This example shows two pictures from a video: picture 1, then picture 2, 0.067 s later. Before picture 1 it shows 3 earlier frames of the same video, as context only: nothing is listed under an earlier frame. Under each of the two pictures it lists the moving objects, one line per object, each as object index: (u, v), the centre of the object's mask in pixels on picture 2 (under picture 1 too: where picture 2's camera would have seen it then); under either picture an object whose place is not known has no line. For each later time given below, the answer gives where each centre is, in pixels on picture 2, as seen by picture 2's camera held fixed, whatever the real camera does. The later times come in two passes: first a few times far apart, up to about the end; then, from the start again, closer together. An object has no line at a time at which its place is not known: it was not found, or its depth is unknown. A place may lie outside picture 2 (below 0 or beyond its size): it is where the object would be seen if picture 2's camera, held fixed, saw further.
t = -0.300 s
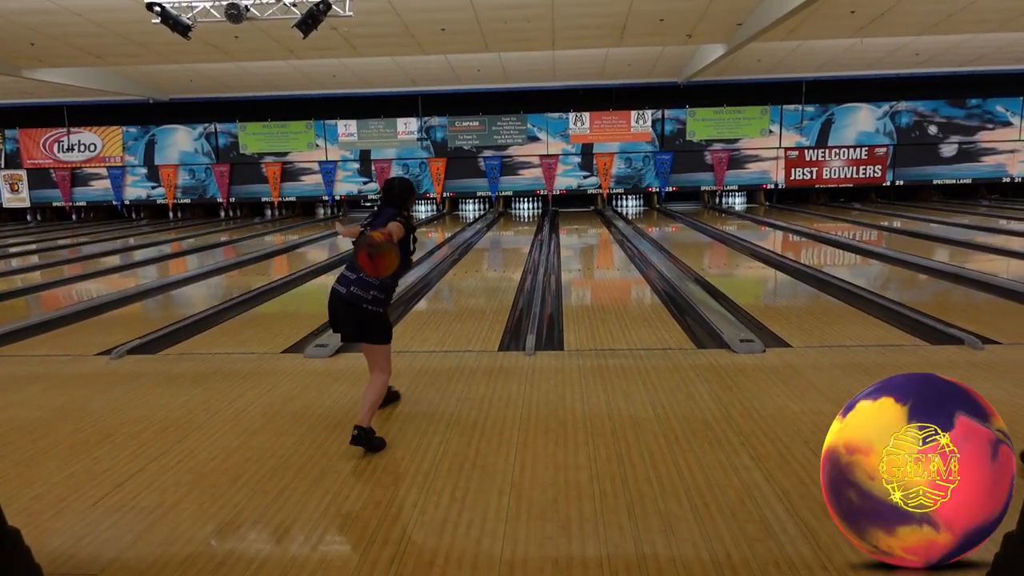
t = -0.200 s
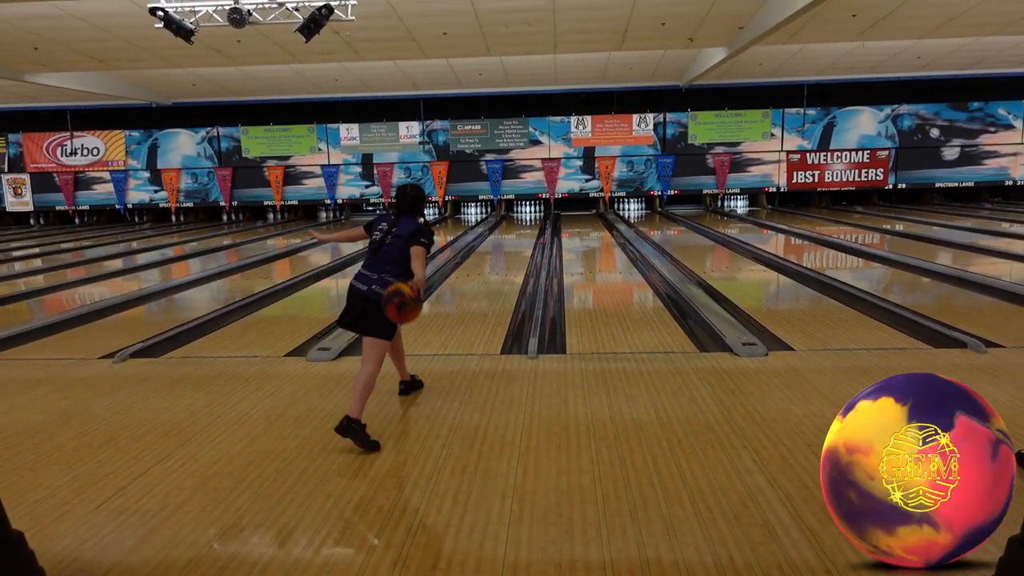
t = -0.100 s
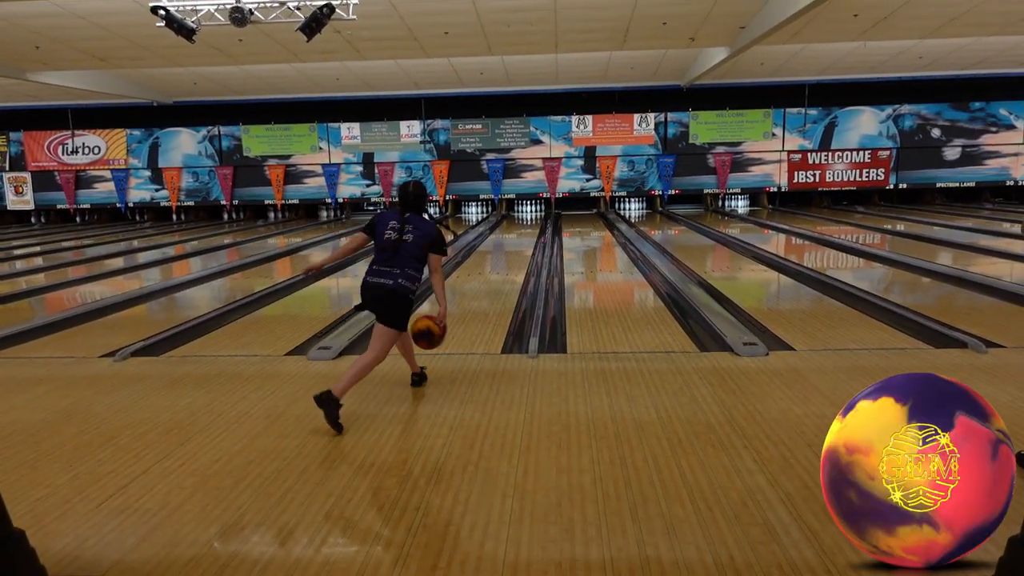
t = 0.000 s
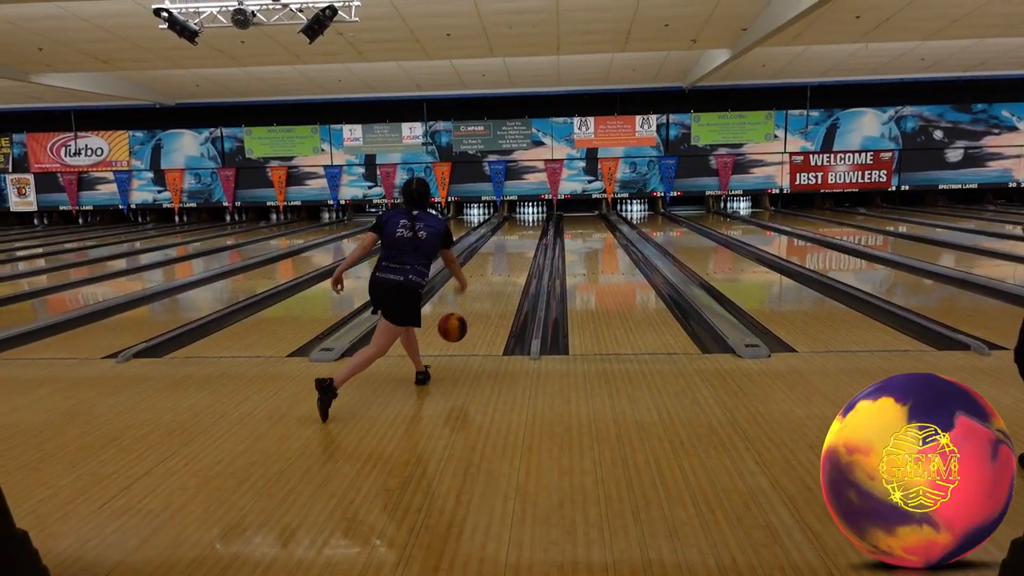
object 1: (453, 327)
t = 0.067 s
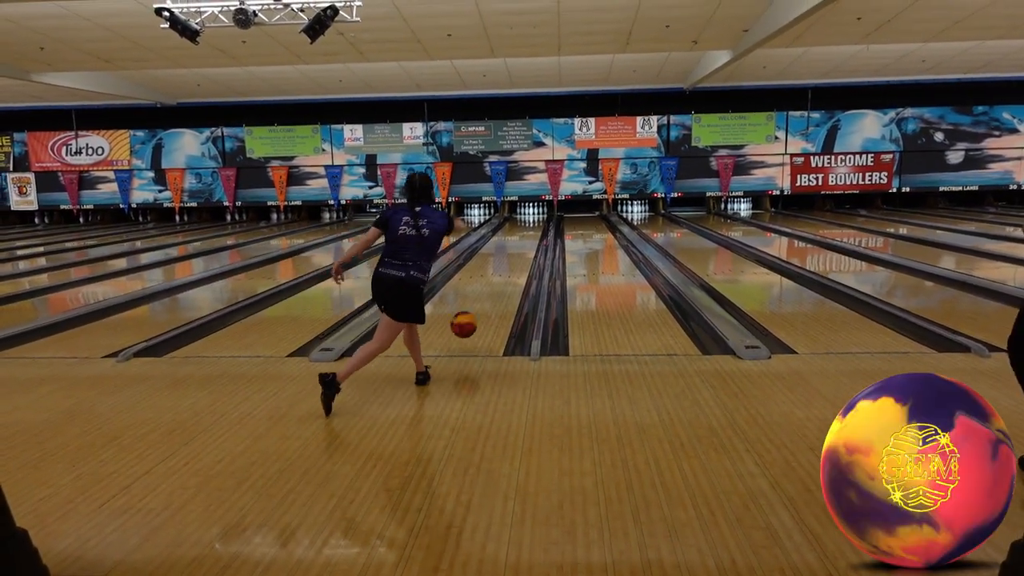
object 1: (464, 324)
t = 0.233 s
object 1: (483, 313)
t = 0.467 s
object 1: (499, 283)
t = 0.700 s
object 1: (510, 265)
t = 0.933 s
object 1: (517, 251)
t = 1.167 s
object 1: (522, 240)
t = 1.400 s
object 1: (527, 232)
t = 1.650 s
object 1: (529, 226)
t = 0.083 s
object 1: (466, 324)
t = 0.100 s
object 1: (468, 325)
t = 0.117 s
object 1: (471, 325)
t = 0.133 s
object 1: (473, 326)
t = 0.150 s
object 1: (475, 327)
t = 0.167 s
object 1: (477, 324)
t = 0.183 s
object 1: (478, 321)
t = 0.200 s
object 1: (480, 318)
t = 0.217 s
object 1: (481, 316)
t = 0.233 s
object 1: (483, 313)
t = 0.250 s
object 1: (484, 310)
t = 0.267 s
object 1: (486, 308)
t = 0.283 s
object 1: (488, 305)
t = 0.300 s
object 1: (489, 303)
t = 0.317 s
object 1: (490, 301)
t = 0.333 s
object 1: (491, 299)
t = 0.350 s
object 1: (492, 297)
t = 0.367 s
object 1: (494, 295)
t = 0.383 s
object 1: (495, 292)
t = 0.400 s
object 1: (495, 291)
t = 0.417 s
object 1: (497, 289)
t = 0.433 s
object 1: (497, 287)
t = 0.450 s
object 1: (499, 285)
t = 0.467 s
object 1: (499, 283)
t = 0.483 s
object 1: (501, 282)
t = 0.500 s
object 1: (501, 280)
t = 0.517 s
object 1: (502, 279)
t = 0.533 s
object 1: (503, 278)
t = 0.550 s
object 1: (504, 276)
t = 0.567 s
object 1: (505, 275)
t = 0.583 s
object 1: (506, 273)
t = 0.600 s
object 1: (506, 272)
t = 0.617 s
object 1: (507, 271)
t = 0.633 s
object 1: (507, 269)
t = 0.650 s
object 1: (508, 268)
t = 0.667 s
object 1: (509, 267)
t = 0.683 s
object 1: (509, 265)
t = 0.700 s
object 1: (510, 265)
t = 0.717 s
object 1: (511, 264)
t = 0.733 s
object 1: (511, 262)
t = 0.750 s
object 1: (512, 261)
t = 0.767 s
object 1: (513, 260)
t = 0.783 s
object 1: (513, 259)
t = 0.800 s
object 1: (513, 258)
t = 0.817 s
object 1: (514, 258)
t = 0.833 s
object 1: (514, 256)
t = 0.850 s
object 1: (515, 255)
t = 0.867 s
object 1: (515, 254)
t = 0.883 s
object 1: (516, 253)
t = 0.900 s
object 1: (516, 253)
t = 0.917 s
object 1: (516, 252)
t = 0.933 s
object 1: (517, 251)
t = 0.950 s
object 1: (518, 250)
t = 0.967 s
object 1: (518, 249)
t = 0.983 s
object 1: (519, 248)
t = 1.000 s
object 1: (519, 248)
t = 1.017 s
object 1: (519, 247)
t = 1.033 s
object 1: (520, 246)
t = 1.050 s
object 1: (521, 246)
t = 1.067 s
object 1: (521, 245)
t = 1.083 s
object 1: (521, 244)
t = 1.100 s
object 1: (521, 243)
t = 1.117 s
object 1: (522, 242)
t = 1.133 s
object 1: (522, 242)
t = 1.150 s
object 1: (522, 241)
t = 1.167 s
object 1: (522, 240)
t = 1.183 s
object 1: (522, 240)
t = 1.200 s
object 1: (523, 239)
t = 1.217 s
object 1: (523, 239)
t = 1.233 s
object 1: (523, 238)
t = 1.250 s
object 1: (524, 238)
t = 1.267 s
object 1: (524, 237)
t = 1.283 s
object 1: (524, 237)
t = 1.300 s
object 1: (524, 236)
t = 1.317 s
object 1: (525, 235)
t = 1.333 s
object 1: (526, 234)
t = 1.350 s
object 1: (526, 234)
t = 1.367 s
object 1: (527, 233)
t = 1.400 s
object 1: (527, 232)
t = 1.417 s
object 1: (527, 232)
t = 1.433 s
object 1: (527, 232)
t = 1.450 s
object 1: (528, 231)
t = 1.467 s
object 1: (528, 231)
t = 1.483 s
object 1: (528, 230)
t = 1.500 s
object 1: (528, 230)
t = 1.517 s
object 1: (528, 230)
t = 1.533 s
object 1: (529, 229)
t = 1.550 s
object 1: (529, 229)
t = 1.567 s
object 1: (529, 228)
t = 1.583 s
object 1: (529, 228)
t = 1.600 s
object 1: (529, 227)
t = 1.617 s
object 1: (529, 227)
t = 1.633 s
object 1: (529, 227)
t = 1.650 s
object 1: (529, 226)
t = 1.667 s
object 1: (530, 226)
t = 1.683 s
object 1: (530, 226)
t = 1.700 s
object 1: (530, 225)
